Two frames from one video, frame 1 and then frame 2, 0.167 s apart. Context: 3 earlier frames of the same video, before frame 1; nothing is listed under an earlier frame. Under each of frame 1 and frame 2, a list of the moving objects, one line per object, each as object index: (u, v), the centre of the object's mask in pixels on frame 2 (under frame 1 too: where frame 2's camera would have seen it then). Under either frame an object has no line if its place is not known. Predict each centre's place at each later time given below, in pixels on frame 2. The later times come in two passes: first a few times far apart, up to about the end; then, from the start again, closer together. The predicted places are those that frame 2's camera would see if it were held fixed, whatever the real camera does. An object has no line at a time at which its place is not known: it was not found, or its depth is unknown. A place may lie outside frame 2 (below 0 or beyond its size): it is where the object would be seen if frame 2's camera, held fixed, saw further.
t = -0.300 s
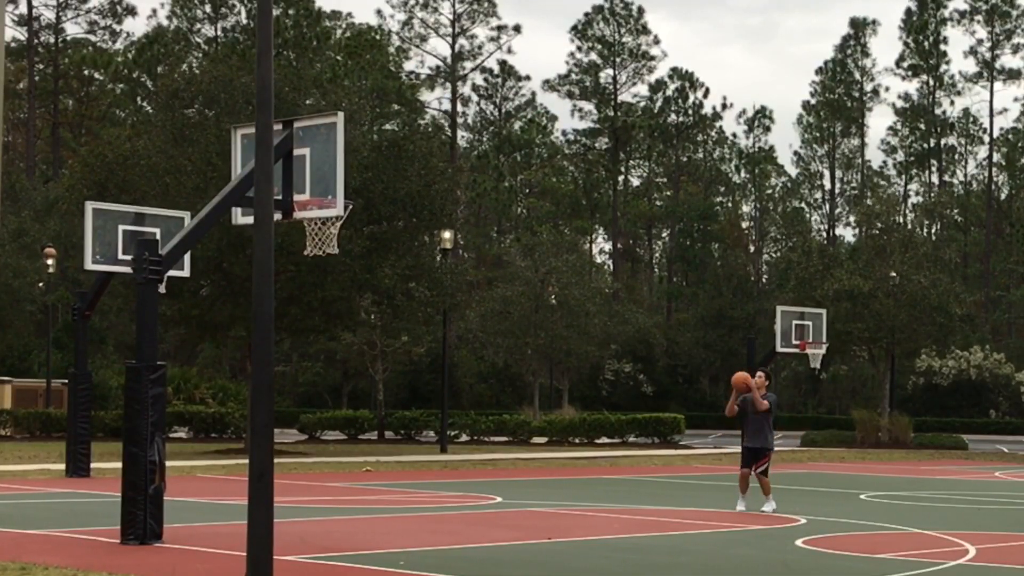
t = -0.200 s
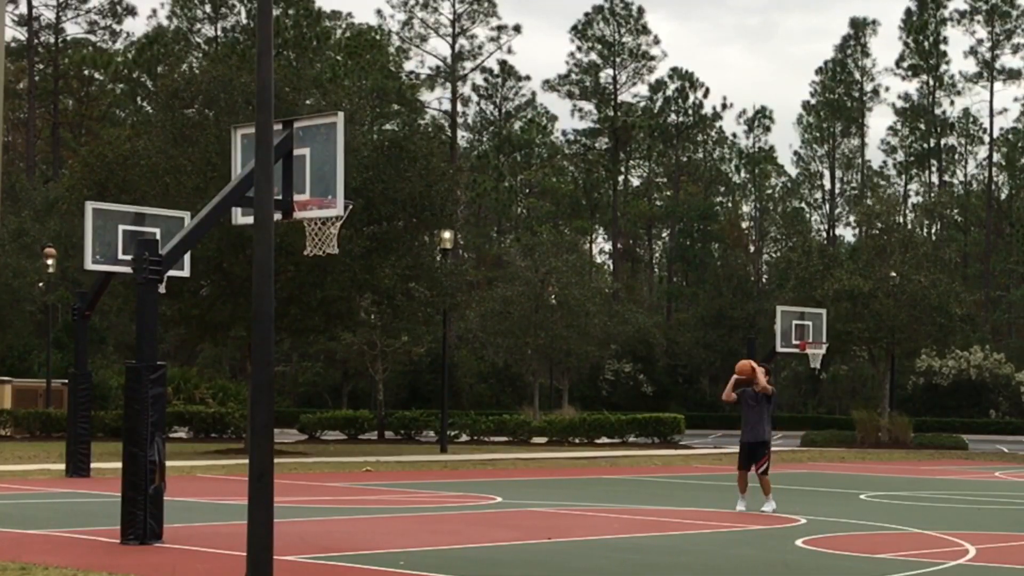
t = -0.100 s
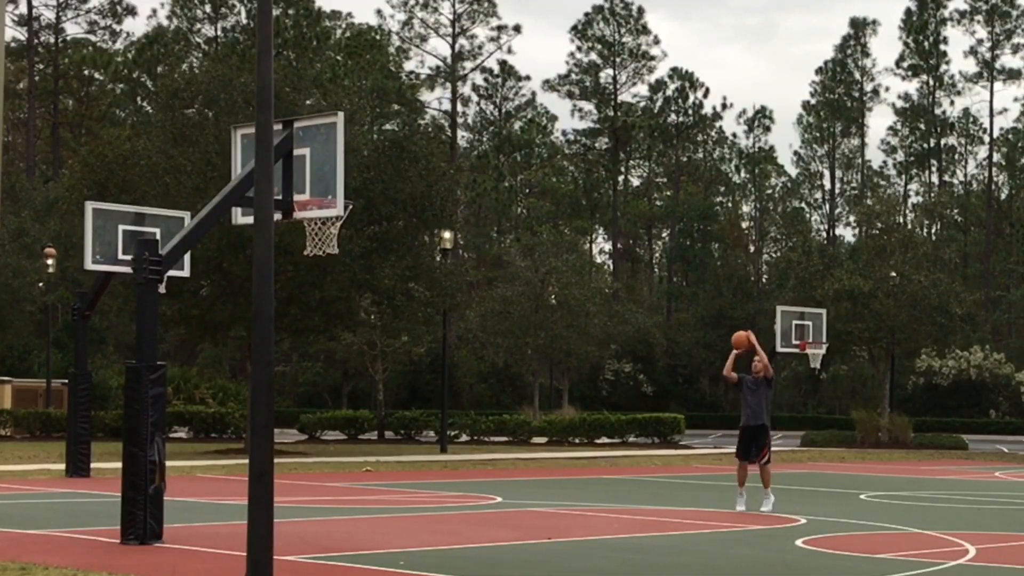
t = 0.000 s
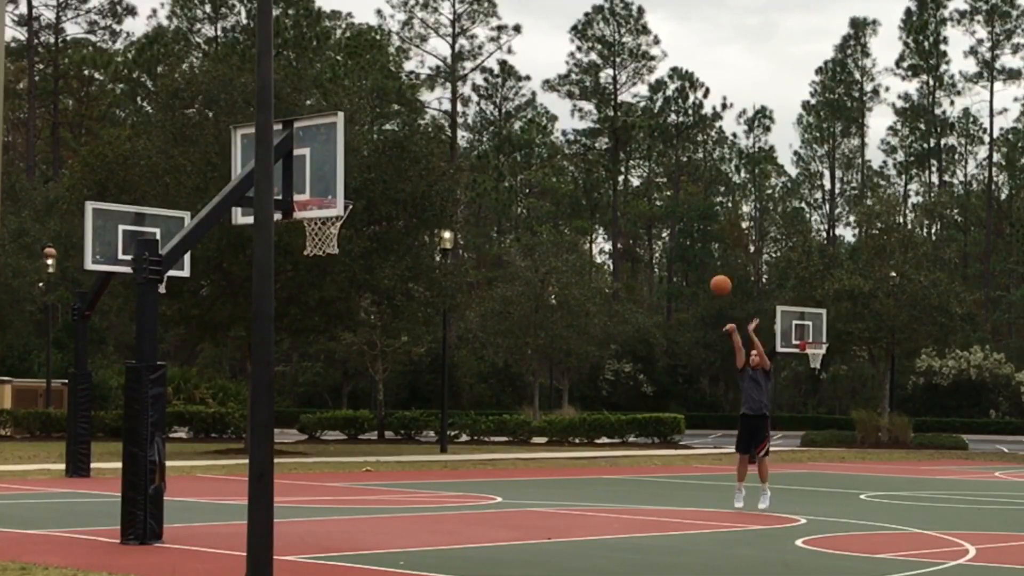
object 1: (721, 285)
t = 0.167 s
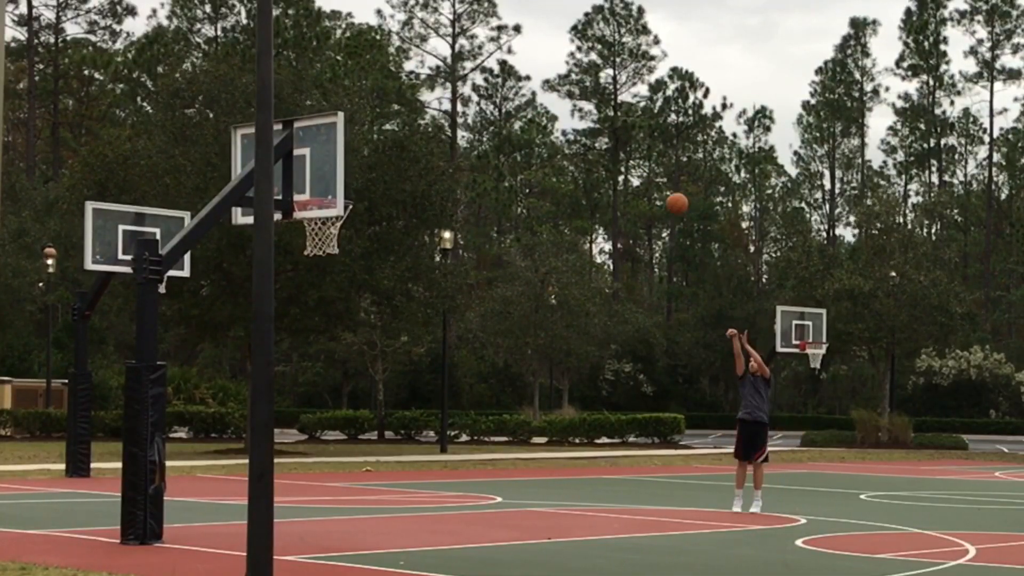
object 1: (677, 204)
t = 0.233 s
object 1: (659, 175)
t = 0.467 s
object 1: (590, 106)
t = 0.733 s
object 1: (501, 83)
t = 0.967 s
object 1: (414, 120)
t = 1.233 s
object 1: (306, 234)
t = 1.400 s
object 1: (281, 273)
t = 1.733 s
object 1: (204, 452)
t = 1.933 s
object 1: (188, 471)
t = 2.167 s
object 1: (206, 375)
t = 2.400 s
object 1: (222, 341)
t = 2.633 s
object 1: (236, 368)
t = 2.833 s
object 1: (241, 441)
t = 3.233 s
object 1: (276, 444)
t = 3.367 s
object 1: (279, 420)
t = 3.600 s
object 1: (285, 431)
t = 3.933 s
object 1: (295, 516)
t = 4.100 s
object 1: (305, 471)
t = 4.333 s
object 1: (317, 460)
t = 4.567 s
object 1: (328, 512)
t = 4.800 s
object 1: (340, 490)
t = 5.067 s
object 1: (356, 495)
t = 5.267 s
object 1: (366, 521)
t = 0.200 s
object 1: (668, 189)
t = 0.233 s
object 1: (659, 175)
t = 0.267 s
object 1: (649, 163)
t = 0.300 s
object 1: (639, 152)
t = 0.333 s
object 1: (630, 141)
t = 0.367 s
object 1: (620, 132)
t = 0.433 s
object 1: (600, 114)
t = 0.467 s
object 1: (590, 106)
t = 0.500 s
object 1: (579, 100)
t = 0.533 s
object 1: (568, 95)
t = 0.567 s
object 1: (558, 90)
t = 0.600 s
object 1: (547, 87)
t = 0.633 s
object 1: (535, 84)
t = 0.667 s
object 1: (524, 83)
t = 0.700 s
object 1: (513, 82)
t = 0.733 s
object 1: (501, 83)
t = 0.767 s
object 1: (490, 85)
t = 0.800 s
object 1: (478, 88)
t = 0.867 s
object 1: (453, 97)
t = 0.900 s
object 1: (440, 104)
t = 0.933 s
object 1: (427, 111)
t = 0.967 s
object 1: (414, 120)
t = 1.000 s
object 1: (401, 130)
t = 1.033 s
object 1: (388, 141)
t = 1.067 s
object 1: (374, 154)
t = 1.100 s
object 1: (360, 168)
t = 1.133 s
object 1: (351, 183)
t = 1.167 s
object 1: (330, 195)
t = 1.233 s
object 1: (306, 234)
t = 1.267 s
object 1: (299, 239)
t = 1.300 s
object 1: (293, 245)
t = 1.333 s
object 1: (287, 253)
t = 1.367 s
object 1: (284, 263)
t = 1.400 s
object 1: (281, 273)
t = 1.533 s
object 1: (243, 329)
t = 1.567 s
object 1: (239, 346)
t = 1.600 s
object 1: (233, 365)
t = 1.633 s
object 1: (226, 385)
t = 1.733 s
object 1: (204, 452)
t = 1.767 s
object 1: (196, 479)
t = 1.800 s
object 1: (187, 505)
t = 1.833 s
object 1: (180, 531)
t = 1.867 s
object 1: (183, 510)
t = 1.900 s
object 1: (185, 490)
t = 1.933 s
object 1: (188, 471)
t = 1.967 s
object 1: (191, 454)
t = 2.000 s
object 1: (194, 437)
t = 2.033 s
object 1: (196, 422)
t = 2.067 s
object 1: (199, 409)
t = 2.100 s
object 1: (201, 396)
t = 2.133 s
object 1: (204, 385)
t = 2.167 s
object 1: (206, 375)
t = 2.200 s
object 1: (209, 366)
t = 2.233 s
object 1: (211, 359)
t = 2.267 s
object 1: (213, 353)
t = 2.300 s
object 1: (215, 348)
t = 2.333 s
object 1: (218, 344)
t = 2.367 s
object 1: (220, 342)
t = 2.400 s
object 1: (222, 341)
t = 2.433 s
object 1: (224, 341)
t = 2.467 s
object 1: (226, 343)
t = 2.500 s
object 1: (228, 345)
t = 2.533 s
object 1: (230, 349)
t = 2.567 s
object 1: (232, 354)
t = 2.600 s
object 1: (234, 361)
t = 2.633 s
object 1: (236, 368)
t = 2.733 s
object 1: (239, 399)
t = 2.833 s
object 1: (241, 441)
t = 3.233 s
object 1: (276, 444)
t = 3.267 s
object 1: (277, 434)
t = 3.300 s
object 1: (278, 428)
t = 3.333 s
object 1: (279, 424)
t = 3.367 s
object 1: (279, 420)
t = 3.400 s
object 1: (280, 418)
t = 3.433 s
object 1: (281, 417)
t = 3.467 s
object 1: (282, 417)
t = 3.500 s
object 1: (282, 419)
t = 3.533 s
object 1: (283, 421)
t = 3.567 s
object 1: (284, 426)
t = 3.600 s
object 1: (285, 431)
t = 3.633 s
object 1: (285, 438)
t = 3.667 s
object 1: (286, 445)
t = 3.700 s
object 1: (286, 455)
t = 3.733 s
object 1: (287, 466)
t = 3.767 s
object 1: (289, 478)
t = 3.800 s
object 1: (290, 490)
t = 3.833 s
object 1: (291, 505)
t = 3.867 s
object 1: (292, 520)
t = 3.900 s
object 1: (293, 529)
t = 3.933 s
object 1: (295, 516)
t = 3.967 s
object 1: (297, 504)
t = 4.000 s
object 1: (299, 494)
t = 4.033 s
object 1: (301, 485)
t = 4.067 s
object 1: (303, 477)
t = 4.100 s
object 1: (305, 471)
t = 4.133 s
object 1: (307, 466)
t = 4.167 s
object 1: (308, 462)
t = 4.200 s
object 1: (310, 459)
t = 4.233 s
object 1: (312, 457)
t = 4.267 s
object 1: (313, 457)
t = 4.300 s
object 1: (315, 458)
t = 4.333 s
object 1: (317, 460)
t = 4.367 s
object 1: (319, 464)
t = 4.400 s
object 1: (320, 469)
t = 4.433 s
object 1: (321, 475)
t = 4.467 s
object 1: (323, 482)
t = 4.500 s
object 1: (325, 491)
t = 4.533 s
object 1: (326, 501)
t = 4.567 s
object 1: (328, 512)
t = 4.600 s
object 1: (329, 524)
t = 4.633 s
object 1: (330, 529)
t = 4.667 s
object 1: (332, 518)
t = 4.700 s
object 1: (335, 510)
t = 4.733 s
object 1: (337, 502)
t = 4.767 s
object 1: (339, 496)
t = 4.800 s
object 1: (340, 490)
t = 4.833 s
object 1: (343, 487)
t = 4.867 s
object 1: (344, 484)
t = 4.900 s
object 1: (346, 483)
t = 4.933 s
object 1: (348, 483)
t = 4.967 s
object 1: (350, 484)
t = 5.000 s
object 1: (352, 486)
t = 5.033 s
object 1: (354, 490)
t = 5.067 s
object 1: (356, 495)
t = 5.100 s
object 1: (357, 501)
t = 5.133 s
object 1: (359, 509)
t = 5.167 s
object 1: (360, 517)
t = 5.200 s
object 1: (362, 527)
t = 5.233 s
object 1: (364, 529)
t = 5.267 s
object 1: (366, 521)
